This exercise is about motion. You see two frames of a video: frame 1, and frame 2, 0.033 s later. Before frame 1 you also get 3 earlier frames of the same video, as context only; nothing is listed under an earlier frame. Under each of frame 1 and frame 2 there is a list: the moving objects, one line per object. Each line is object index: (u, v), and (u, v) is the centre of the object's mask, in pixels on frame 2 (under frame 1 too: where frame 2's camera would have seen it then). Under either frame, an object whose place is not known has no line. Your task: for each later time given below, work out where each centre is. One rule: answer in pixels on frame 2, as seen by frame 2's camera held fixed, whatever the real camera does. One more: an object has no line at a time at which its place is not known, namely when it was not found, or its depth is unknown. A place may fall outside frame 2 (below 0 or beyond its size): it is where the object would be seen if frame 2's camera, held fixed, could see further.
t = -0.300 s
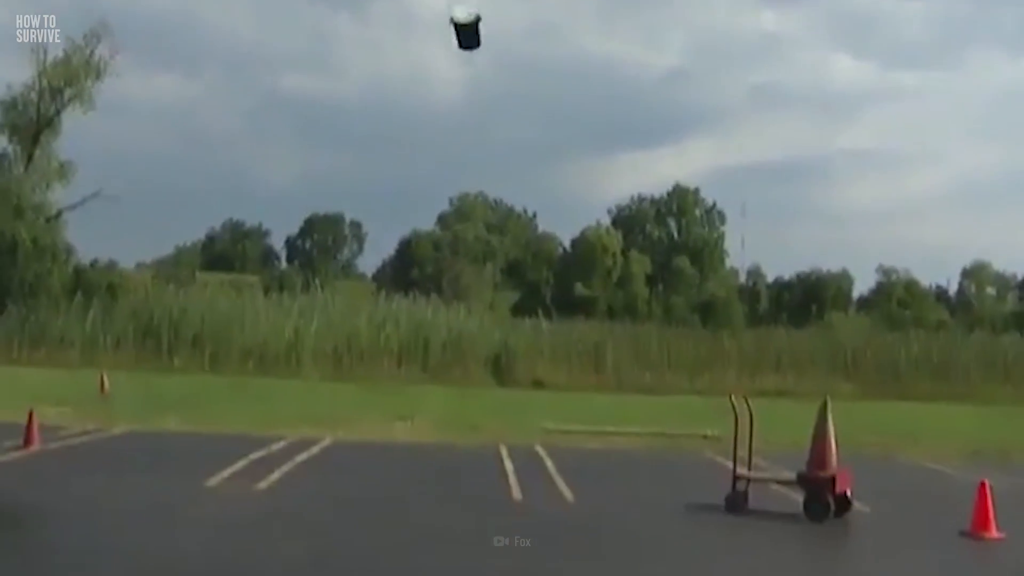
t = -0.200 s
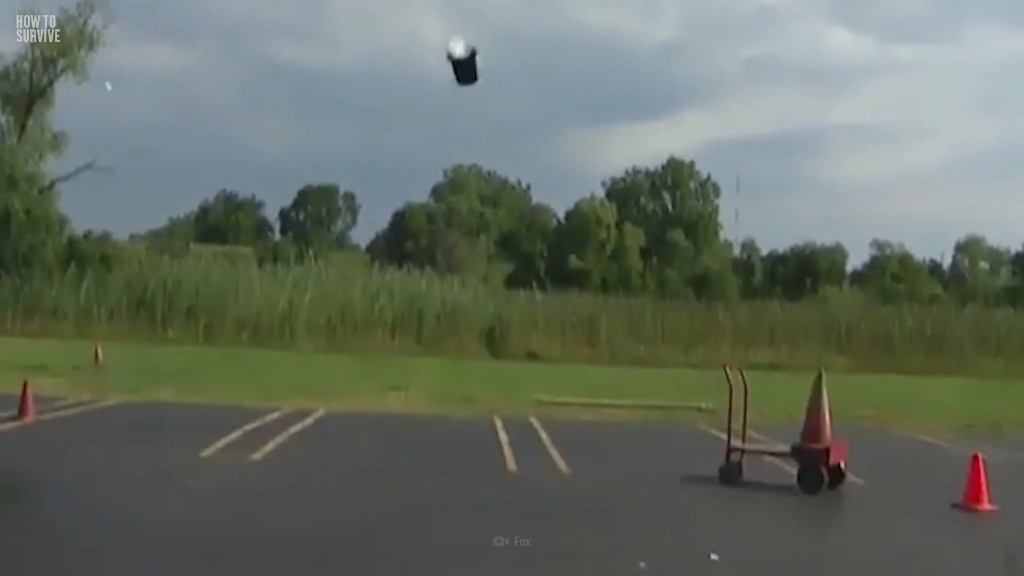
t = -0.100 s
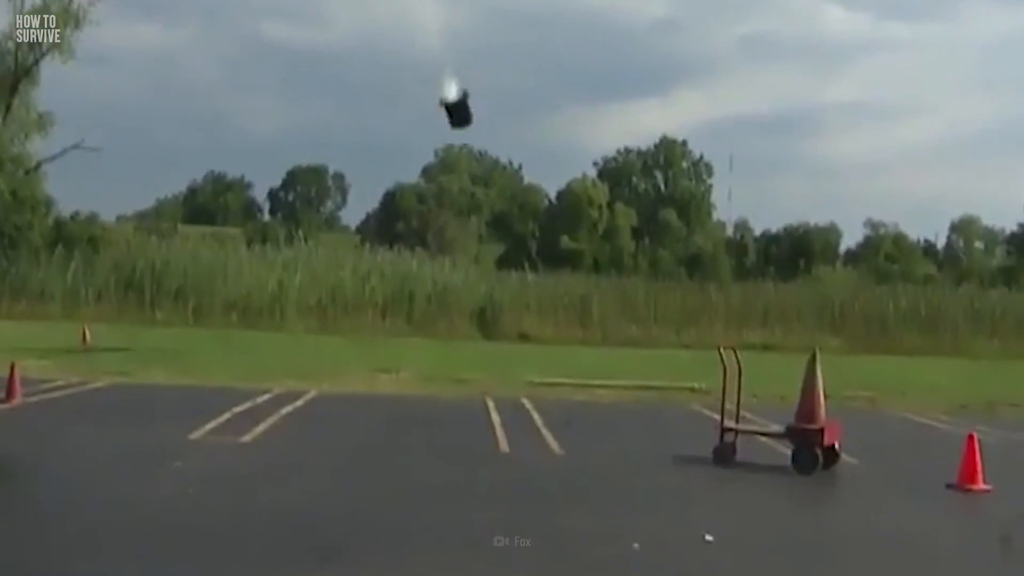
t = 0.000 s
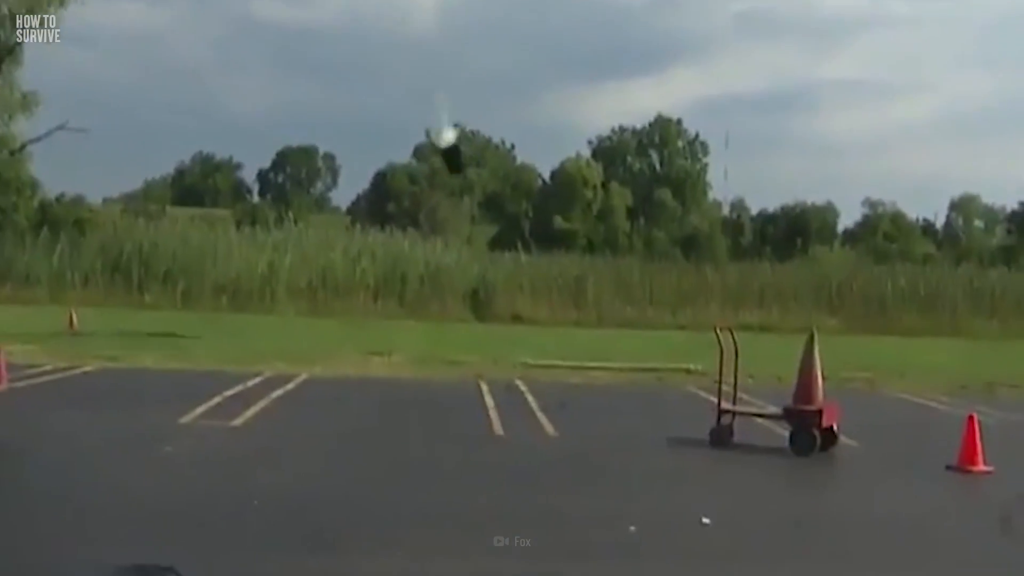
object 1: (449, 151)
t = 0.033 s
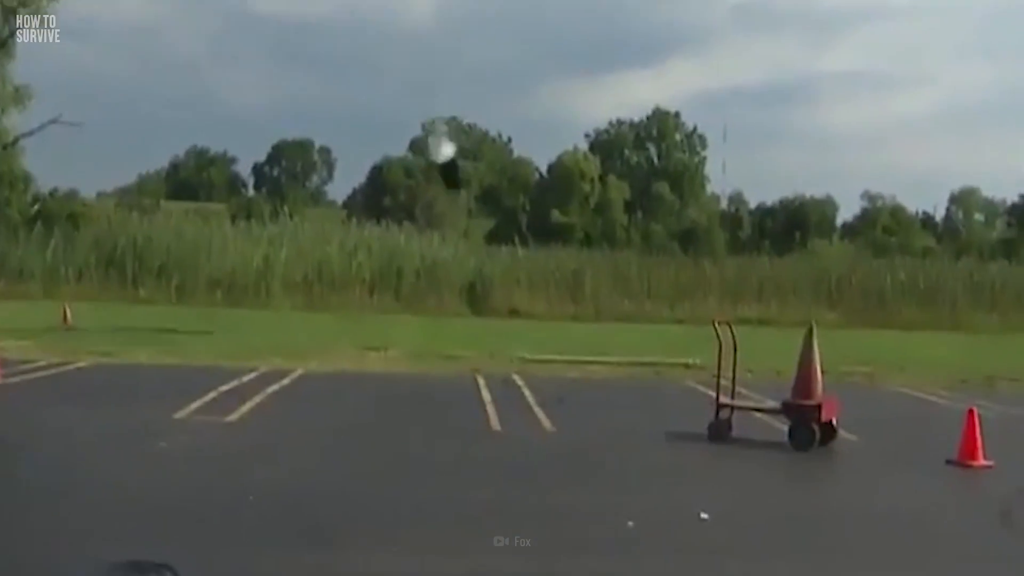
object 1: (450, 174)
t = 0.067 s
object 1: (452, 194)
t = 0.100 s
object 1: (454, 217)
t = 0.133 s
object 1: (454, 238)
